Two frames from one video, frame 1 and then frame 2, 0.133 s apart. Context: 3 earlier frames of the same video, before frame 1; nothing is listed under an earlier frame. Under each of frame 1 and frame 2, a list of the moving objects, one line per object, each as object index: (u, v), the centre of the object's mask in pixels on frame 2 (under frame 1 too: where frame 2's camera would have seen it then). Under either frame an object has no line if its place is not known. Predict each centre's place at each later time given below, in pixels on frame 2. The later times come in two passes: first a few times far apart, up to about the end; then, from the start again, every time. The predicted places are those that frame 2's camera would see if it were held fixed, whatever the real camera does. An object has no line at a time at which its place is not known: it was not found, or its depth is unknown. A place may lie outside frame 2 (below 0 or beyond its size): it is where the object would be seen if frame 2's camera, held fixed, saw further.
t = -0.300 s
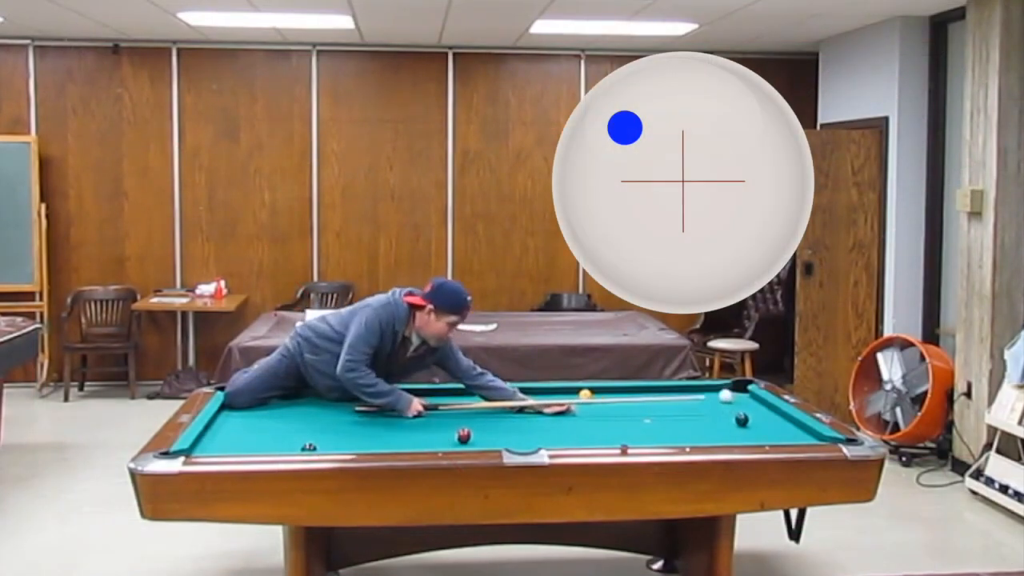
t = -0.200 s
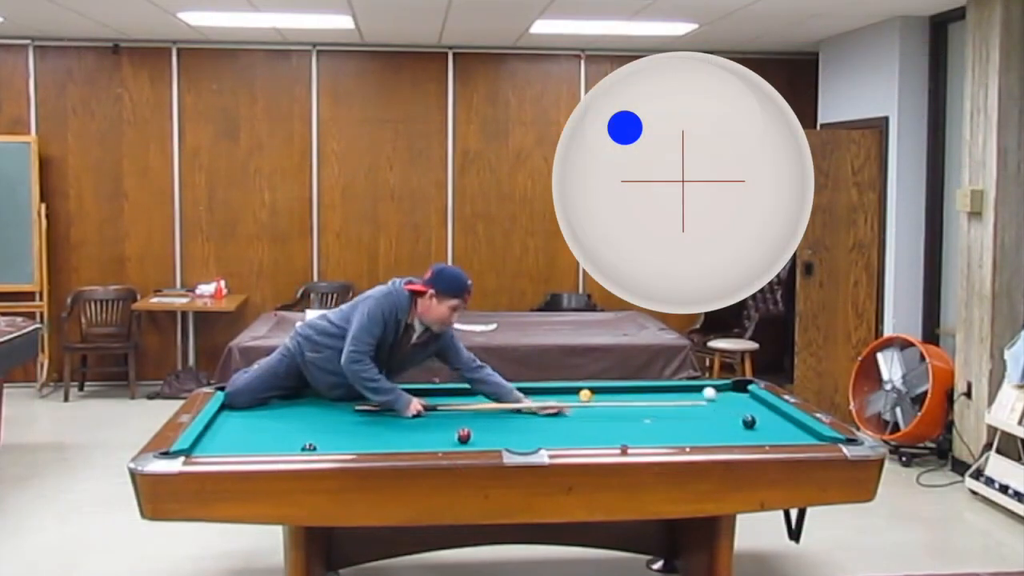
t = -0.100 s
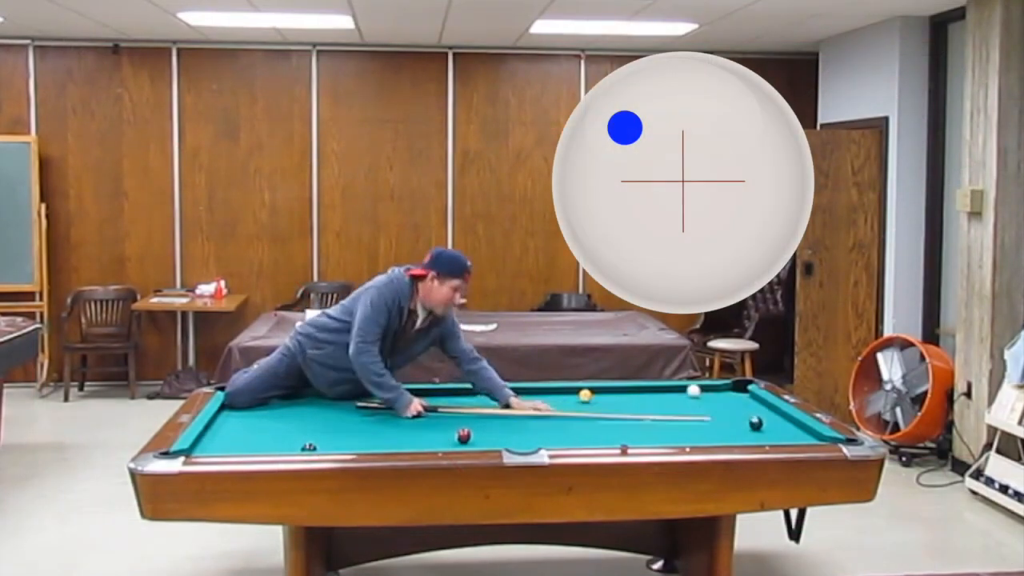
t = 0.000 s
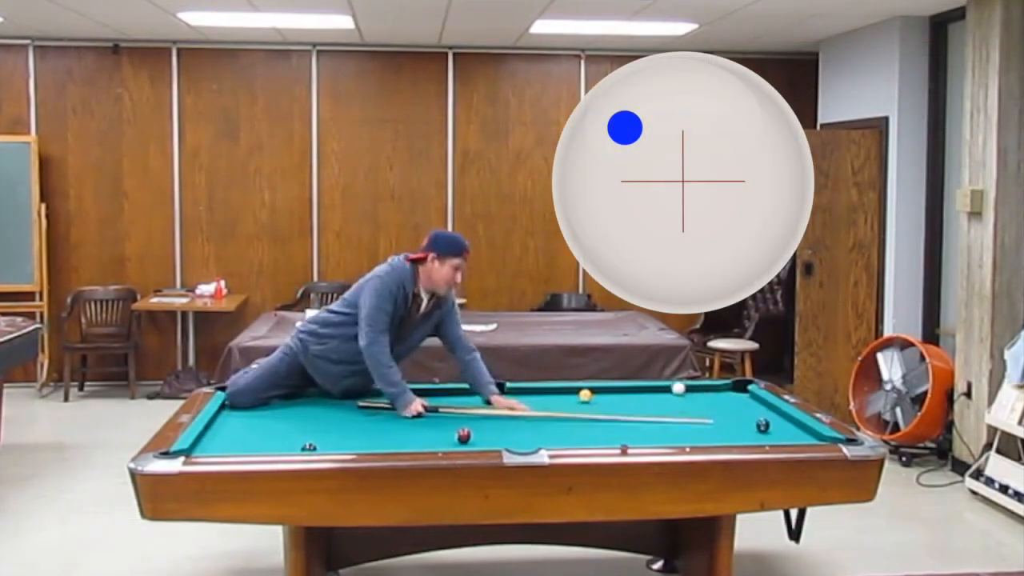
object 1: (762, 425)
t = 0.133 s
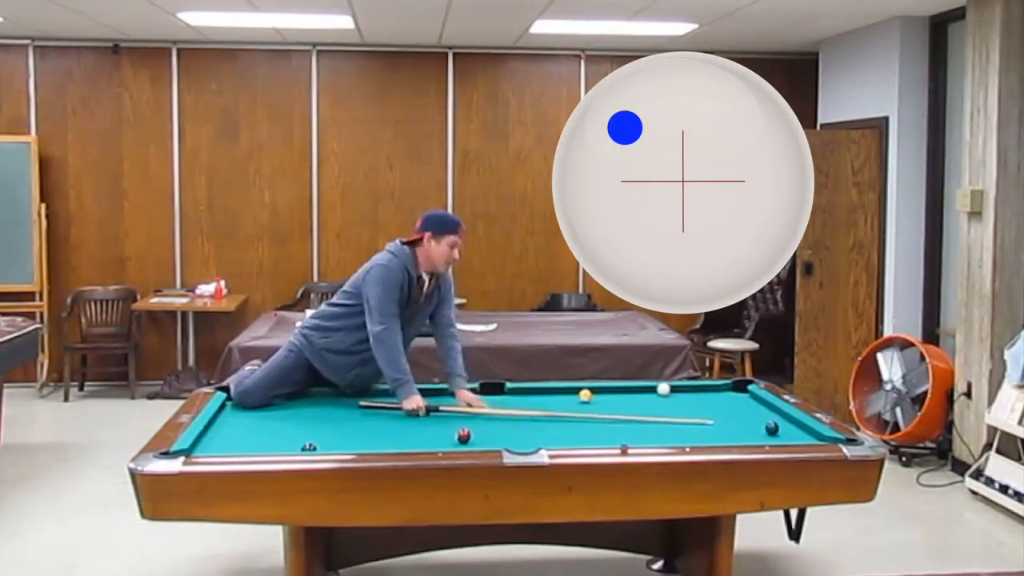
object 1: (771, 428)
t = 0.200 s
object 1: (776, 429)
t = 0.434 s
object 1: (792, 433)
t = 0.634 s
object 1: (804, 435)
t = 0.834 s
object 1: (816, 437)
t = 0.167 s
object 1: (773, 428)
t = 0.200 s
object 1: (776, 429)
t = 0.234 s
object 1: (778, 429)
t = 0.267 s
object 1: (781, 430)
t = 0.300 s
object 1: (783, 431)
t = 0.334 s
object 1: (785, 431)
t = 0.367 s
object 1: (787, 432)
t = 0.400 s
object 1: (789, 432)
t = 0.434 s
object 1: (792, 433)
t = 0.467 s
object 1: (794, 434)
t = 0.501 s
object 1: (796, 434)
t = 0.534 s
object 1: (798, 434)
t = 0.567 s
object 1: (800, 434)
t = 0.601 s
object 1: (802, 435)
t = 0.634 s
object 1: (804, 435)
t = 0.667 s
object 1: (806, 435)
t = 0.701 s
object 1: (808, 436)
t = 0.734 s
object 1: (810, 436)
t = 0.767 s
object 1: (811, 436)
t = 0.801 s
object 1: (814, 436)
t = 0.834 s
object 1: (816, 437)
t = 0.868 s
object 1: (818, 437)
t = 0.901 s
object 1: (820, 438)
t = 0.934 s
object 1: (822, 439)
